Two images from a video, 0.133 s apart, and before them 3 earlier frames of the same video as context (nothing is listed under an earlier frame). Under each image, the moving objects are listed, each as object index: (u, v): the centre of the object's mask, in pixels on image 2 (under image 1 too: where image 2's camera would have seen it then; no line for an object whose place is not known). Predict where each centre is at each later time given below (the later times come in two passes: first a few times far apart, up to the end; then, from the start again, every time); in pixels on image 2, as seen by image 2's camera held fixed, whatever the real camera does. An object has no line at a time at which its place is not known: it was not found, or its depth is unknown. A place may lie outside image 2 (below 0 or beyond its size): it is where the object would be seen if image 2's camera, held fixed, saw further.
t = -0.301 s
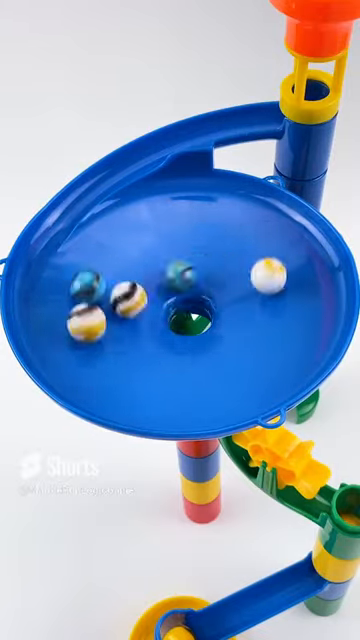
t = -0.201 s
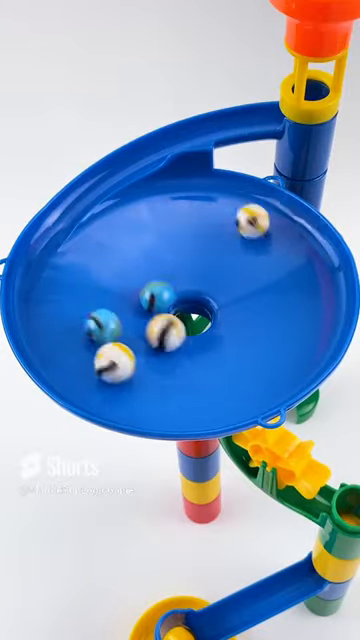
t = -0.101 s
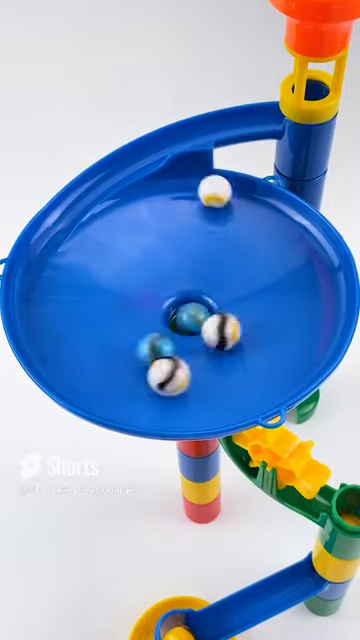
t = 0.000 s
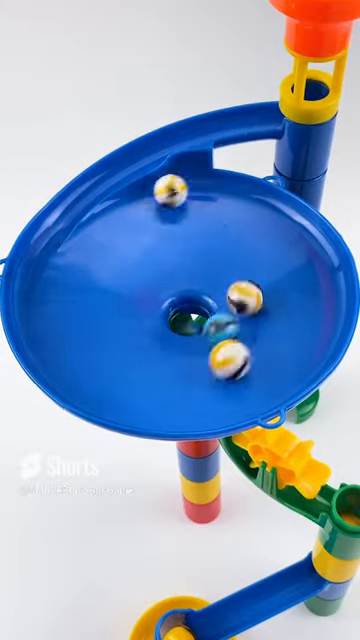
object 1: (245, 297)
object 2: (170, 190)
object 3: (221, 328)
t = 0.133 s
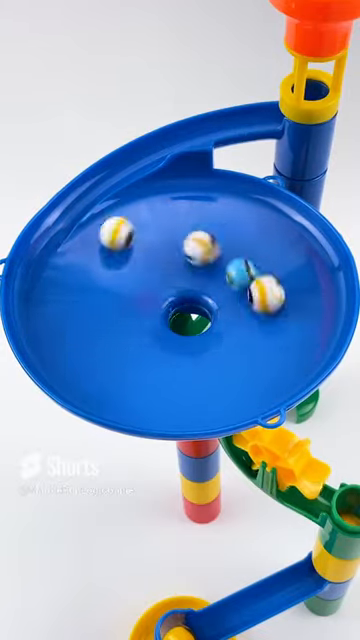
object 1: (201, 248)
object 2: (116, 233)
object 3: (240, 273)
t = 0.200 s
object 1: (166, 243)
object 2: (101, 269)
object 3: (217, 256)
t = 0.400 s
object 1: (110, 301)
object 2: (158, 369)
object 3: (136, 282)
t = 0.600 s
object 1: (195, 346)
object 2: (270, 349)
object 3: (211, 321)
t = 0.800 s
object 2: (263, 258)
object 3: (204, 254)
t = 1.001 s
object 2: (149, 227)
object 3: (118, 274)
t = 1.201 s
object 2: (70, 280)
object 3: (177, 336)
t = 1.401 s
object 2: (114, 347)
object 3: (242, 270)
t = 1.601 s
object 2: (246, 315)
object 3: (156, 266)
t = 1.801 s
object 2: (237, 223)
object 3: (161, 340)
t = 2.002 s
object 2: (145, 229)
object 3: (231, 296)
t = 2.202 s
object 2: (67, 298)
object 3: (150, 256)
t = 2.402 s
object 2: (114, 363)
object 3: (153, 323)
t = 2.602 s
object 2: (237, 327)
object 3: (240, 289)
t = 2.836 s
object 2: (212, 212)
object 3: (147, 266)
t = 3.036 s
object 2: (128, 219)
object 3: (163, 333)
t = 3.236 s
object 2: (107, 308)
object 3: (230, 279)
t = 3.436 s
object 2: (221, 353)
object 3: (151, 271)
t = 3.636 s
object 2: (274, 279)
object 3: (184, 335)
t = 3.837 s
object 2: (192, 228)
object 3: (219, 275)
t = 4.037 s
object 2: (103, 277)
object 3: (138, 293)
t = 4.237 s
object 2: (142, 350)
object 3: (207, 326)
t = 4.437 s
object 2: (247, 311)
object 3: (190, 262)
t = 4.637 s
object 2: (204, 232)
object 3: (157, 319)
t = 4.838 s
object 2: (118, 260)
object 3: (227, 295)
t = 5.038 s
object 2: (140, 343)
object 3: (151, 285)
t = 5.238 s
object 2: (241, 322)
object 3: (198, 327)
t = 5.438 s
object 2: (220, 236)
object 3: (179, 273)
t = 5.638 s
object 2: (131, 253)
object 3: (176, 323)
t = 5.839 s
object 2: (144, 338)
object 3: (210, 285)
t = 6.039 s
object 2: (246, 318)
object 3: (154, 309)
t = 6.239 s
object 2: (202, 246)
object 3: (215, 296)
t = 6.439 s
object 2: (115, 281)
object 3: (162, 299)
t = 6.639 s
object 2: (172, 342)
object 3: (211, 314)
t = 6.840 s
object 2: (243, 277)
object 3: (179, 278)
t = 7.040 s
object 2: (166, 250)
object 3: (185, 327)
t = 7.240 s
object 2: (138, 326)
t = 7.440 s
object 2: (229, 322)
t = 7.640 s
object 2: (205, 246)
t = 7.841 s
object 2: (135, 284)
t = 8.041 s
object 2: (199, 340)
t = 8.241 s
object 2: (229, 278)
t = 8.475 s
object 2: (128, 284)
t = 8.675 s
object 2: (186, 332)
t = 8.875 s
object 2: (222, 264)
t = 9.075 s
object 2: (147, 286)
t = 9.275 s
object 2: (200, 334)
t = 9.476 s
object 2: (200, 269)
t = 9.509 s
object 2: (185, 265)
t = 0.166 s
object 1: (182, 243)
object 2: (107, 249)
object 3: (231, 264)
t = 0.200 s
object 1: (166, 243)
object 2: (101, 269)
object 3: (217, 256)
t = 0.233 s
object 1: (149, 246)
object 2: (99, 289)
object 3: (201, 253)
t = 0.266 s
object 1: (136, 251)
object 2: (101, 309)
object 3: (182, 252)
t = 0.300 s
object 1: (124, 261)
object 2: (109, 328)
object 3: (165, 254)
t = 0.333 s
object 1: (117, 273)
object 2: (122, 345)
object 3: (149, 262)
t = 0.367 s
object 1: (111, 287)
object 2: (139, 358)
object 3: (141, 271)
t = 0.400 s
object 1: (110, 301)
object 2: (158, 369)
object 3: (136, 282)
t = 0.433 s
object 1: (115, 316)
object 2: (179, 375)
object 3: (137, 294)
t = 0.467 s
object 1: (123, 328)
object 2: (200, 377)
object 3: (143, 304)
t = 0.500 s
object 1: (137, 338)
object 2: (221, 375)
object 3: (156, 316)
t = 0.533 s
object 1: (155, 345)
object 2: (240, 369)
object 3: (175, 324)
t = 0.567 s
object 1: (174, 349)
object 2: (256, 360)
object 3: (193, 325)
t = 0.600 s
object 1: (195, 346)
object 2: (270, 349)
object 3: (211, 321)
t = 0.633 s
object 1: (214, 339)
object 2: (278, 336)
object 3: (227, 311)
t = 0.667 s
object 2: (282, 321)
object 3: (234, 298)
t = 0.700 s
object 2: (282, 304)
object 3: (234, 285)
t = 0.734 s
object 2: (280, 287)
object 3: (228, 273)
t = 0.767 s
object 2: (273, 272)
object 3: (218, 262)
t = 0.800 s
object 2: (263, 258)
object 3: (204, 254)
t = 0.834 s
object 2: (248, 246)
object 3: (188, 248)
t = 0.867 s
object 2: (231, 236)
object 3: (170, 246)
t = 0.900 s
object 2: (211, 229)
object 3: (153, 249)
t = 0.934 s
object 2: (190, 226)
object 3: (138, 254)
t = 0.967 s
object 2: (169, 225)
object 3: (126, 262)
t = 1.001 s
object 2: (149, 227)
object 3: (118, 274)
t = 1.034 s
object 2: (129, 232)
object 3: (116, 285)
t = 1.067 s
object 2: (112, 238)
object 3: (117, 298)
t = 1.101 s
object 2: (97, 247)
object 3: (125, 313)
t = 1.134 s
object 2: (85, 257)
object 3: (137, 324)
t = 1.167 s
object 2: (76, 268)
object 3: (156, 333)
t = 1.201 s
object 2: (70, 280)
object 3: (177, 336)
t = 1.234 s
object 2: (67, 292)
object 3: (199, 334)
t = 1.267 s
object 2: (69, 305)
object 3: (219, 327)
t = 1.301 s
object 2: (74, 318)
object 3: (236, 313)
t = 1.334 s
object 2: (84, 329)
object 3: (243, 299)
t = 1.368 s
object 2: (97, 339)
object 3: (246, 284)
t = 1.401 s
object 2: (114, 347)
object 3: (242, 270)
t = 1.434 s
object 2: (135, 352)
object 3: (234, 260)
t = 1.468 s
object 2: (159, 354)
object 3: (222, 253)
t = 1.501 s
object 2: (183, 352)
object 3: (206, 251)
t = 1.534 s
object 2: (207, 345)
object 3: (191, 252)
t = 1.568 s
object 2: (229, 332)
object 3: (172, 256)
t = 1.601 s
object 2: (246, 315)
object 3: (156, 266)
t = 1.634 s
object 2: (256, 297)
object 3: (143, 280)
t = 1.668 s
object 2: (261, 278)
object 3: (134, 293)
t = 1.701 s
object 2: (260, 260)
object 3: (133, 308)
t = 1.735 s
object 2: (256, 244)
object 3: (138, 321)
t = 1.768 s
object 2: (248, 232)
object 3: (147, 333)
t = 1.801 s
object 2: (237, 223)
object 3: (161, 340)
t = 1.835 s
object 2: (224, 217)
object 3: (175, 345)
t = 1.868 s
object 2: (210, 214)
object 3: (192, 343)
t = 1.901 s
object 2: (194, 214)
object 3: (207, 337)
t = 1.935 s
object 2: (178, 216)
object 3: (221, 326)
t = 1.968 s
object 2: (162, 221)
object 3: (228, 313)
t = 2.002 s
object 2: (145, 229)
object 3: (231, 296)
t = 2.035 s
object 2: (126, 237)
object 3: (225, 281)
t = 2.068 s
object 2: (108, 247)
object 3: (212, 267)
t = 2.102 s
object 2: (92, 258)
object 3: (198, 257)
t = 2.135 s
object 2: (80, 271)
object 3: (180, 254)
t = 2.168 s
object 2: (72, 285)
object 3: (165, 253)
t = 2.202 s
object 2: (67, 298)
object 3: (150, 256)
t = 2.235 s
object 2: (66, 312)
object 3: (138, 264)
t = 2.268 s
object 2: (68, 326)
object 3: (133, 274)
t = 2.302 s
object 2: (74, 338)
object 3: (129, 286)
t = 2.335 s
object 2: (84, 348)
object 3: (132, 300)
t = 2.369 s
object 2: (98, 357)
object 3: (140, 313)
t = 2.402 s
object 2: (114, 363)
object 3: (153, 323)
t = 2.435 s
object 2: (133, 366)
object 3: (174, 331)
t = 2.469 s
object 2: (155, 366)
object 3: (195, 331)
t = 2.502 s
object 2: (178, 362)
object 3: (215, 325)
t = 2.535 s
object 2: (200, 355)
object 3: (228, 316)
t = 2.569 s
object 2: (220, 343)
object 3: (237, 303)
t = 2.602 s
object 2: (237, 327)
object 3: (240, 289)
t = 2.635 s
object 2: (249, 307)
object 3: (235, 276)
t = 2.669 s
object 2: (254, 285)
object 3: (225, 266)
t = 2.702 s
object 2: (252, 265)
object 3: (211, 262)
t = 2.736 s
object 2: (246, 247)
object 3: (194, 257)
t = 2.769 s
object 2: (237, 232)
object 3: (177, 256)
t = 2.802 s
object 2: (226, 220)
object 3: (161, 259)
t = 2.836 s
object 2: (212, 212)
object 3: (147, 266)
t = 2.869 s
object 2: (199, 207)
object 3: (136, 277)
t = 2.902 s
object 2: (184, 204)
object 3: (130, 289)
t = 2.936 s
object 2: (169, 204)
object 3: (129, 302)
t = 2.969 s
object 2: (155, 207)
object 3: (135, 316)
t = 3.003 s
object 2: (141, 211)
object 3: (147, 326)
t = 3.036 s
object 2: (128, 219)
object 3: (163, 333)
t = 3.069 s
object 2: (118, 229)
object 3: (181, 336)
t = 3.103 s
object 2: (109, 242)
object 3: (201, 333)
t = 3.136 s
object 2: (103, 257)
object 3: (218, 323)
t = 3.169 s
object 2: (100, 273)
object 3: (229, 310)
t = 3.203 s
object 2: (100, 290)
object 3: (233, 294)
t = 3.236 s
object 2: (107, 308)
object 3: (230, 279)
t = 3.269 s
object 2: (118, 324)
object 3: (222, 267)
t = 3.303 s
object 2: (134, 338)
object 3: (209, 260)
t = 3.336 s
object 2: (154, 349)
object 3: (194, 256)
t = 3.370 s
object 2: (177, 355)
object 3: (179, 256)
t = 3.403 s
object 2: (199, 356)
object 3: (163, 262)
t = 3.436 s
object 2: (221, 353)
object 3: (151, 271)
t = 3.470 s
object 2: (241, 345)
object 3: (142, 283)
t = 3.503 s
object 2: (258, 334)
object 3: (139, 298)
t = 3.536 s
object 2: (270, 322)
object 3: (142, 310)
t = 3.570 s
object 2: (275, 308)
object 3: (153, 323)
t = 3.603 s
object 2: (277, 293)
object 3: (168, 333)
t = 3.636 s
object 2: (274, 279)
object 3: (184, 335)
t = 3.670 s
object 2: (266, 265)
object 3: (204, 333)
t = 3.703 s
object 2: (255, 252)
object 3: (219, 325)
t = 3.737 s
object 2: (243, 243)
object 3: (229, 312)
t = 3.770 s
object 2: (228, 236)
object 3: (233, 298)
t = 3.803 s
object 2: (210, 230)
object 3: (230, 286)
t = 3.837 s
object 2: (192, 228)
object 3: (219, 275)
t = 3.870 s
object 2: (172, 229)
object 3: (205, 266)
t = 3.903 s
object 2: (155, 234)
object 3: (188, 263)
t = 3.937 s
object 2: (138, 241)
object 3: (171, 265)
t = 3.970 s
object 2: (123, 251)
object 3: (156, 271)
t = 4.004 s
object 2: (111, 264)
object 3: (142, 281)
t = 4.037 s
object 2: (103, 277)
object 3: (138, 293)
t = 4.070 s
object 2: (98, 292)
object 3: (139, 305)
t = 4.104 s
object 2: (99, 306)
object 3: (145, 318)
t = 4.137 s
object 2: (103, 320)
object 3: (157, 328)
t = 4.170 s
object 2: (113, 332)
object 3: (173, 332)
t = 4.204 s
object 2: (126, 343)
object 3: (191, 331)
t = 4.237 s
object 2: (142, 350)
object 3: (207, 326)
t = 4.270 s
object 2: (162, 354)
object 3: (220, 314)
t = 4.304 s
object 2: (182, 354)
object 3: (227, 300)
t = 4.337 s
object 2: (203, 349)
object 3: (225, 286)
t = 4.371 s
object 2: (221, 340)
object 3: (217, 273)
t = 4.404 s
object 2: (237, 326)
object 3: (205, 265)
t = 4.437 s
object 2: (247, 311)
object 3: (190, 262)
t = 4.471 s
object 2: (251, 293)
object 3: (174, 264)
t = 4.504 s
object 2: (250, 275)
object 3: (160, 270)
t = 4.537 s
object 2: (243, 260)
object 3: (150, 280)
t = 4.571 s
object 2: (232, 246)
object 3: (145, 293)
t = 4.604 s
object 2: (219, 238)
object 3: (147, 306)
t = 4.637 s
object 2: (204, 232)
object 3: (157, 319)
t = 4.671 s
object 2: (187, 229)
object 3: (170, 328)
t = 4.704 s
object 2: (170, 229)
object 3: (186, 332)
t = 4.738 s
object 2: (154, 233)
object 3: (204, 328)
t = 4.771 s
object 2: (140, 239)
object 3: (217, 320)
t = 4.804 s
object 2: (128, 249)
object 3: (226, 308)
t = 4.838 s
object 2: (118, 260)
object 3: (227, 295)
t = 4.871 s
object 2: (112, 274)
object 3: (222, 283)
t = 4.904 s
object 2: (109, 289)
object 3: (210, 275)
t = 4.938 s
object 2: (112, 304)
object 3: (195, 271)
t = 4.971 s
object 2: (118, 320)
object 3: (178, 271)
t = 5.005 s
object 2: (127, 332)
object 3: (161, 276)
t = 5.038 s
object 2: (140, 343)
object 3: (151, 285)
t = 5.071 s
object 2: (157, 350)
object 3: (145, 296)
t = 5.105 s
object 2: (176, 352)
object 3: (144, 309)
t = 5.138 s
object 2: (196, 351)
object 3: (153, 318)
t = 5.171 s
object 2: (214, 346)
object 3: (165, 326)
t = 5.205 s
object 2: (229, 336)
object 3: (181, 330)
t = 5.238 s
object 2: (241, 322)
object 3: (198, 327)
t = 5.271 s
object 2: (248, 307)
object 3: (211, 319)
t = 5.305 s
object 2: (251, 289)
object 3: (217, 306)
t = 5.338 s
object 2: (251, 273)
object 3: (214, 294)
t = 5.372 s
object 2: (243, 257)
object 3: (206, 283)
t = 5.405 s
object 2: (233, 245)
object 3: (192, 275)
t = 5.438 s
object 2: (220, 236)
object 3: (179, 273)
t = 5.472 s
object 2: (204, 230)
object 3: (166, 276)
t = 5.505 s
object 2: (189, 229)
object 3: (159, 283)
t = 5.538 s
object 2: (173, 230)
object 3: (154, 294)
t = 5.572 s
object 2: (158, 235)
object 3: (156, 305)
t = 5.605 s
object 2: (144, 243)
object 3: (163, 316)
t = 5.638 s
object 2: (131, 253)
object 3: (176, 323)
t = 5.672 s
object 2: (122, 266)
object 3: (192, 324)
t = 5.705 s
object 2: (116, 281)
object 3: (207, 321)
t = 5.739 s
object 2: (115, 296)
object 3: (218, 312)
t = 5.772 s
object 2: (120, 312)
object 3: (222, 301)
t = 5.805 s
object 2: (130, 326)
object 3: (219, 293)
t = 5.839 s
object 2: (144, 338)
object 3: (210, 285)
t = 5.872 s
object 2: (162, 346)
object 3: (197, 281)
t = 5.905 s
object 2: (181, 349)
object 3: (181, 279)
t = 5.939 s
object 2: (201, 347)
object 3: (166, 284)
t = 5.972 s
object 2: (220, 340)
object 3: (157, 292)
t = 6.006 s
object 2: (236, 330)
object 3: (152, 298)
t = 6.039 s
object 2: (246, 318)
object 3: (154, 309)
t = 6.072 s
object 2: (251, 303)
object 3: (163, 318)
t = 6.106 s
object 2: (251, 288)
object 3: (176, 323)
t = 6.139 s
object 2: (244, 273)
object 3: (192, 323)
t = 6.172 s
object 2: (233, 261)
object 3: (205, 317)
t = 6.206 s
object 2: (218, 252)
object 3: (214, 306)
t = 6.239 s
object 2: (202, 246)
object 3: (215, 296)
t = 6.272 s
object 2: (183, 244)
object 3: (211, 284)
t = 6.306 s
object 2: (165, 245)
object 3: (202, 277)
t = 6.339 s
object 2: (148, 250)
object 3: (190, 276)
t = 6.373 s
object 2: (133, 259)
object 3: (178, 279)
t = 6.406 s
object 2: (122, 269)
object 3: (167, 287)
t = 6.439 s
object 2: (115, 281)
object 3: (162, 299)
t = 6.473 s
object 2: (113, 295)
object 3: (163, 310)
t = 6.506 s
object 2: (116, 308)
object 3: (170, 319)
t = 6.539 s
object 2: (124, 320)
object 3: (181, 325)
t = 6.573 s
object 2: (136, 331)
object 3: (191, 326)
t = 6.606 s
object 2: (153, 339)
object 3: (203, 321)
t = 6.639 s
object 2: (172, 342)
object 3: (211, 314)
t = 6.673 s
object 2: (193, 340)
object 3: (216, 303)
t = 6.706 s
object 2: (213, 333)
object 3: (217, 289)
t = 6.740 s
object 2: (229, 322)
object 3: (212, 279)
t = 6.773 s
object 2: (240, 308)
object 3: (202, 274)
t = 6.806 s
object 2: (244, 293)
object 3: (192, 273)
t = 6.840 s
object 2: (243, 277)
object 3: (179, 278)
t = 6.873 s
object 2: (237, 264)
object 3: (169, 286)
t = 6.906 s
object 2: (227, 254)
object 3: (160, 298)
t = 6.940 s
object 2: (214, 248)
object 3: (160, 311)
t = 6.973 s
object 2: (199, 244)
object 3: (164, 321)
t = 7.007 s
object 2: (183, 246)
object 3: (174, 326)
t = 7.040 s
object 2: (166, 250)
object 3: (185, 327)
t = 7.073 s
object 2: (151, 259)
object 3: (197, 325)
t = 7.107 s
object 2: (139, 270)
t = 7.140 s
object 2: (131, 284)
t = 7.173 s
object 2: (128, 298)
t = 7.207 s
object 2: (131, 313)
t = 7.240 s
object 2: (138, 326)
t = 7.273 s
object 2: (151, 335)
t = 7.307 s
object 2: (167, 343)
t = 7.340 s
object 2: (183, 344)
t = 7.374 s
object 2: (201, 341)
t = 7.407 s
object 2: (217, 334)
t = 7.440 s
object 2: (229, 322)
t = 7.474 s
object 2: (236, 309)
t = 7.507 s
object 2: (237, 294)
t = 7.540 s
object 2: (235, 278)
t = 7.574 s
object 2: (228, 263)
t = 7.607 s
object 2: (218, 252)
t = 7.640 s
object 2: (205, 246)
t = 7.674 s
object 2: (191, 243)
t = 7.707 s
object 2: (176, 244)
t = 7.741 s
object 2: (163, 249)
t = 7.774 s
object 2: (151, 258)
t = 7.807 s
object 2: (141, 269)
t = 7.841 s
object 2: (135, 284)
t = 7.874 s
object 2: (134, 299)
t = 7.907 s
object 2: (139, 313)
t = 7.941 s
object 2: (149, 326)
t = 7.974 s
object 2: (164, 335)
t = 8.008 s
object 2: (181, 340)
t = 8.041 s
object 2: (199, 340)
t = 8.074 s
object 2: (215, 335)
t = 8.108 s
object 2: (228, 327)
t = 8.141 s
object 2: (236, 316)
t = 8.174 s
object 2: (240, 302)
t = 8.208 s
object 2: (237, 289)
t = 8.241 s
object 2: (229, 278)
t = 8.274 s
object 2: (214, 268)
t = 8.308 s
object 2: (197, 261)
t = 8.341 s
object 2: (179, 259)
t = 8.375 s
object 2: (161, 261)
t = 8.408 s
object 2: (146, 267)
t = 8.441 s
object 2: (135, 274)
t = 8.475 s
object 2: (128, 284)
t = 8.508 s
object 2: (125, 295)
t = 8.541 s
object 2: (128, 307)
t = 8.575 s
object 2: (136, 317)
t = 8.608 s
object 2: (149, 327)
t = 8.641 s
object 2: (166, 332)
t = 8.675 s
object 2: (186, 332)
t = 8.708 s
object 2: (206, 327)
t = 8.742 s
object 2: (222, 315)
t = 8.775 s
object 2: (231, 301)
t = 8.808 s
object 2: (233, 286)
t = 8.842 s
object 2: (230, 274)
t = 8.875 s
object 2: (222, 264)
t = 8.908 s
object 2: (210, 257)
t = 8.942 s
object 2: (197, 255)
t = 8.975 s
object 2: (182, 257)
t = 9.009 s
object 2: (169, 263)
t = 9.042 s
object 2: (156, 273)
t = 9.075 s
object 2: (147, 286)
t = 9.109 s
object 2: (144, 300)
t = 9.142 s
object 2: (147, 315)
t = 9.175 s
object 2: (156, 326)
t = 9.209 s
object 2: (169, 333)
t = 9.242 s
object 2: (184, 336)
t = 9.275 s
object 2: (200, 334)
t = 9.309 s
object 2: (214, 328)
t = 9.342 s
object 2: (223, 318)
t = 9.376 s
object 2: (227, 305)
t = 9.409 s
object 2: (224, 291)
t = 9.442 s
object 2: (215, 278)
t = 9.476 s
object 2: (200, 269)
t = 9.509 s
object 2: (185, 265)
